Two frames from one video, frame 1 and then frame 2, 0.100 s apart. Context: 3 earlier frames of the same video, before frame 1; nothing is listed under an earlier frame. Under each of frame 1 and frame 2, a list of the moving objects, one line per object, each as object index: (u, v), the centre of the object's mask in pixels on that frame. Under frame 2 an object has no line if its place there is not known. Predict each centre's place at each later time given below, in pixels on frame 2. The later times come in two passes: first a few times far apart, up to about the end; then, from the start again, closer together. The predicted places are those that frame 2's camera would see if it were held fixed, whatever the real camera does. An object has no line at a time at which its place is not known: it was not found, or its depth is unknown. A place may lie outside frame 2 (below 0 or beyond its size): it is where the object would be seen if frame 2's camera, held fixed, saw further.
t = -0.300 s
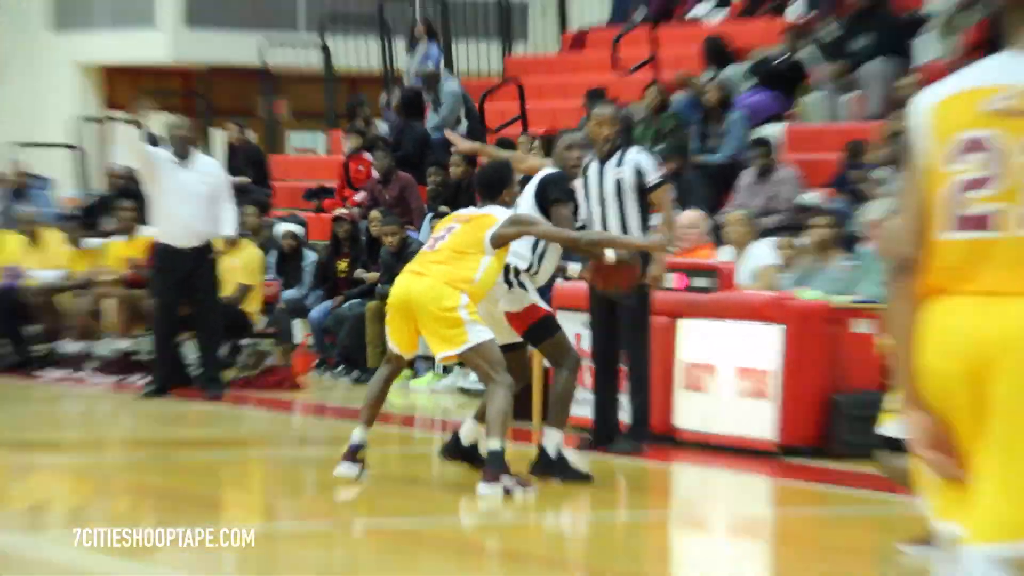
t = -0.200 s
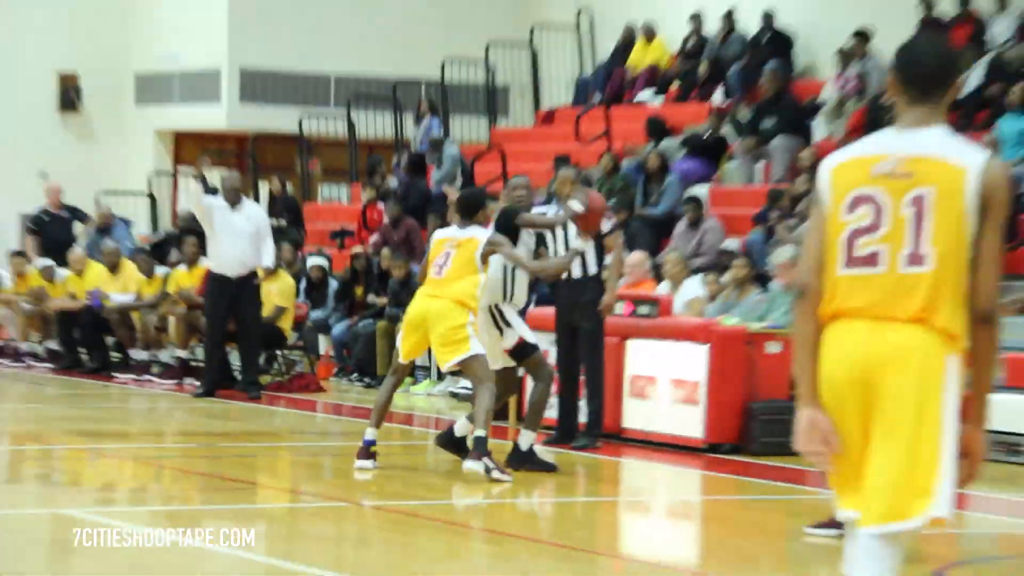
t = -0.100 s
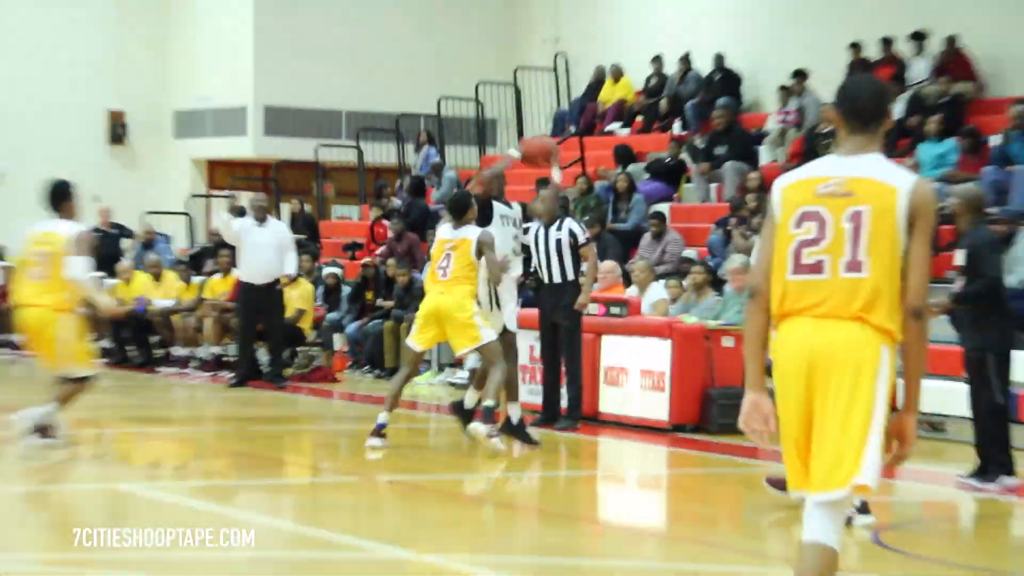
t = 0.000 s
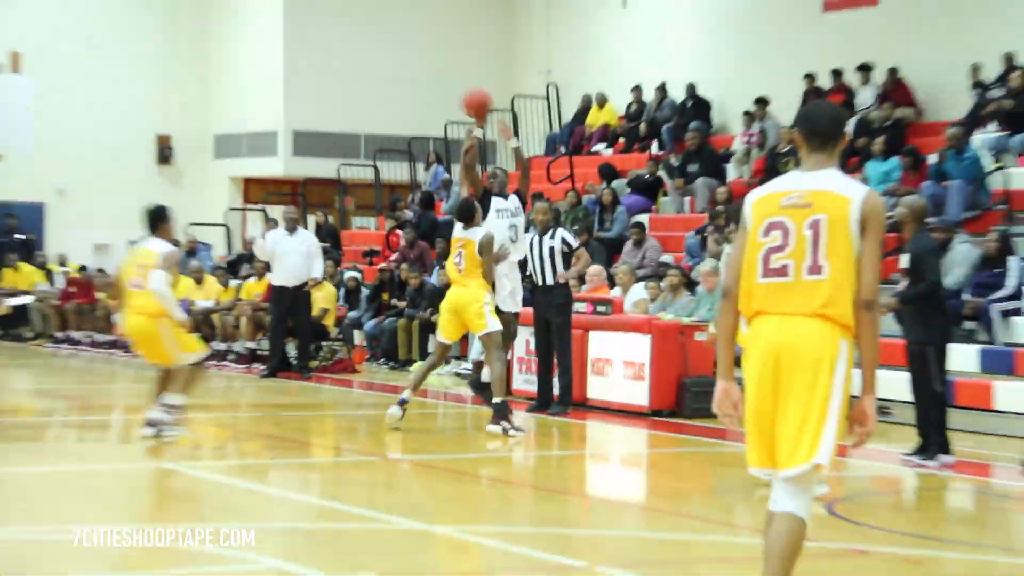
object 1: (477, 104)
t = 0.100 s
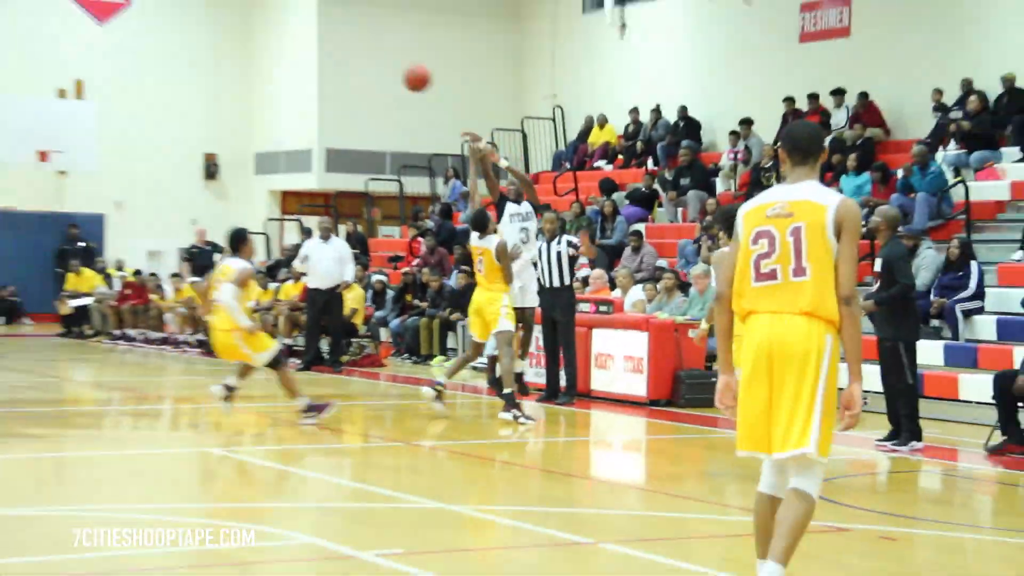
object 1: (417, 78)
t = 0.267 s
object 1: (285, 25)
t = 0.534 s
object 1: (57, 2)
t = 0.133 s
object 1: (390, 65)
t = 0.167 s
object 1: (365, 53)
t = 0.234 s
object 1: (312, 33)
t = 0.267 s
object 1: (285, 25)
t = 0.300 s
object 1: (258, 18)
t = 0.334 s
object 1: (230, 12)
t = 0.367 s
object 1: (202, 8)
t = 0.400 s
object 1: (174, 4)
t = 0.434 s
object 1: (146, 2)
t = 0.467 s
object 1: (116, 0)
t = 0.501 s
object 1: (87, 2)
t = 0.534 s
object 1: (57, 2)
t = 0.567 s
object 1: (25, 5)
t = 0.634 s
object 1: (-38, 15)
